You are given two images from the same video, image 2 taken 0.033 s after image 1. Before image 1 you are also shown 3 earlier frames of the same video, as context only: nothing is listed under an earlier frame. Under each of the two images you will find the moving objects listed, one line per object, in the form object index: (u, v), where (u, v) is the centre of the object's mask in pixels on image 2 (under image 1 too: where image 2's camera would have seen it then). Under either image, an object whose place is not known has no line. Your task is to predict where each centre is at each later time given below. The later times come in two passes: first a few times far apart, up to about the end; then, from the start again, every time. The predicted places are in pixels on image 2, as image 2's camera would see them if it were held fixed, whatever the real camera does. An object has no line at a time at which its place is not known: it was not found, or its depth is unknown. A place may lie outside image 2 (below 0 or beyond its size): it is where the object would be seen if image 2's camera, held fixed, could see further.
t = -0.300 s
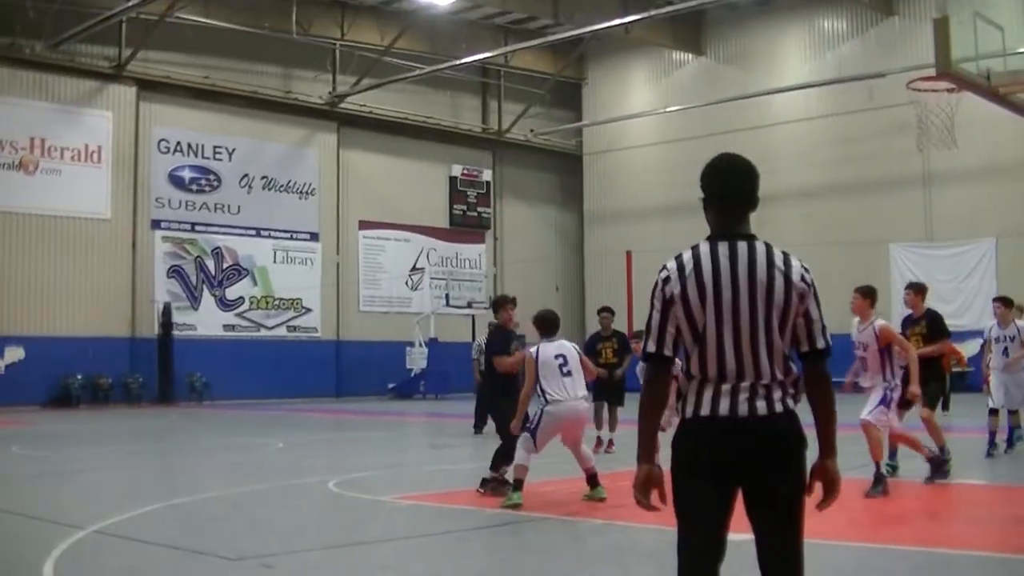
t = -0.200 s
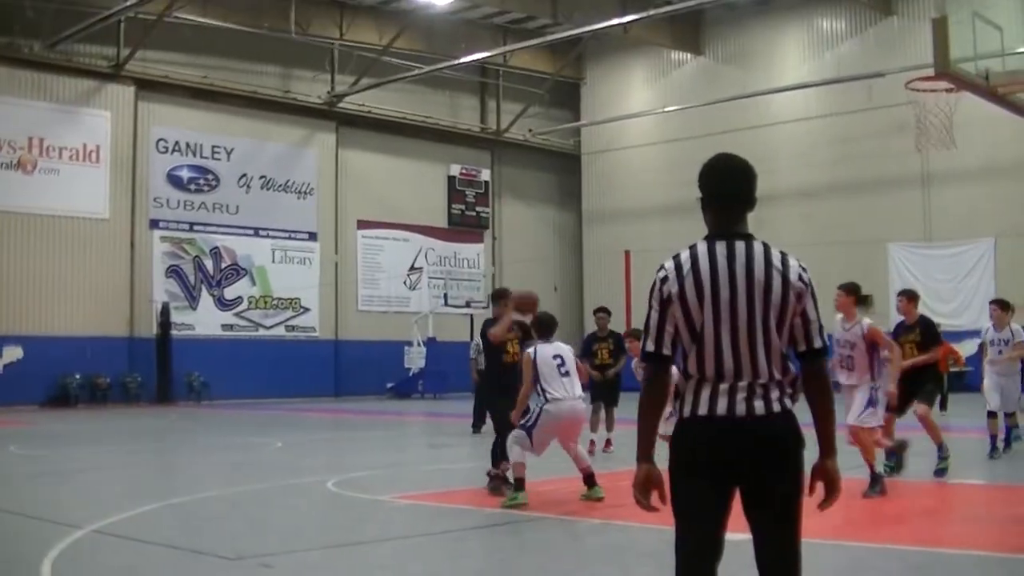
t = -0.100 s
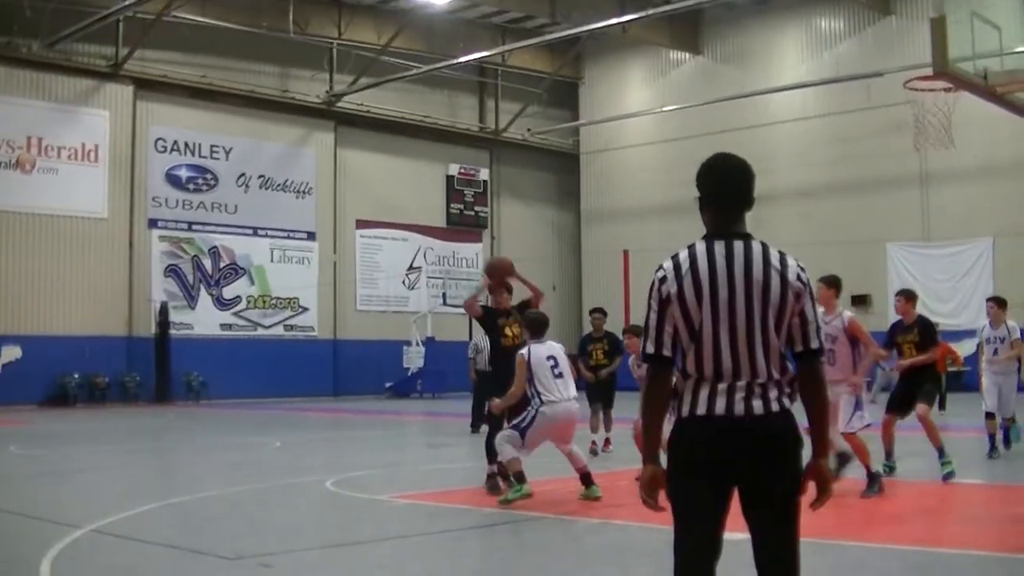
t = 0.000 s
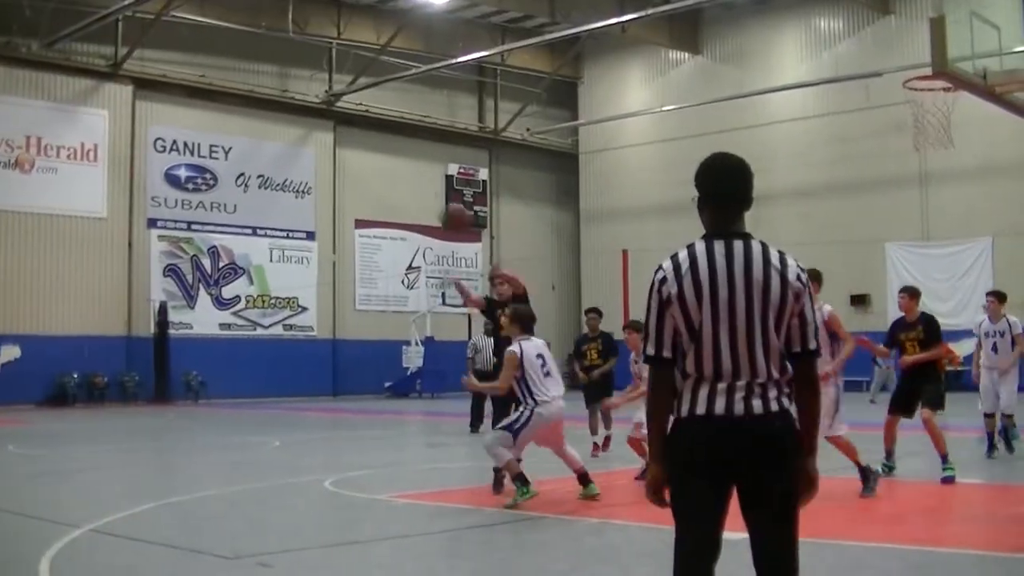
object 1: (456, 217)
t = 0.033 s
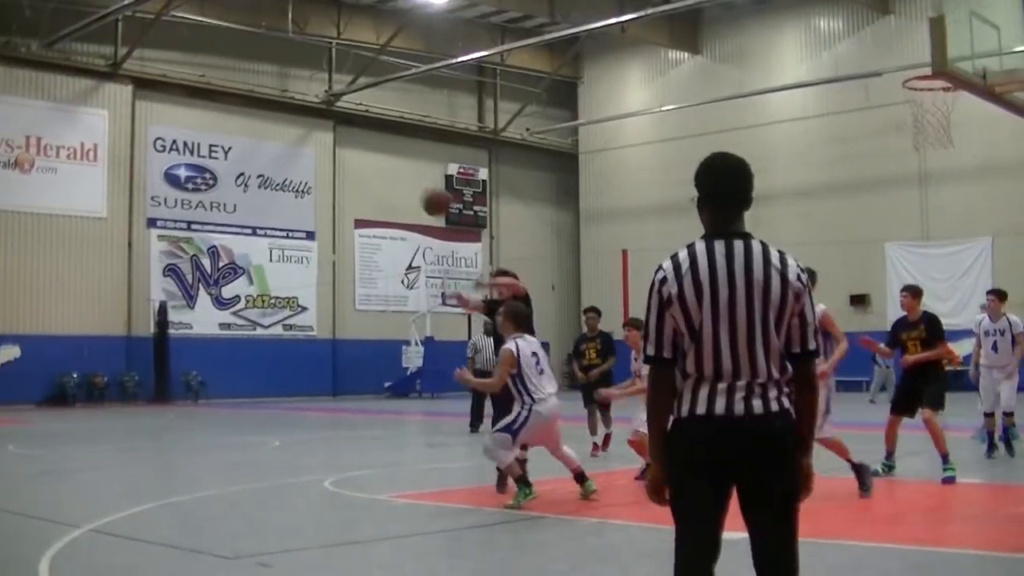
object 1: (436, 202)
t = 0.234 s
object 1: (315, 122)
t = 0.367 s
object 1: (217, 96)
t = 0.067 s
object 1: (418, 186)
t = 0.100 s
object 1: (399, 172)
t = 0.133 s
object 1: (379, 160)
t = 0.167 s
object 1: (358, 146)
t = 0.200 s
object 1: (339, 134)
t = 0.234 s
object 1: (315, 122)
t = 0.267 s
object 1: (293, 115)
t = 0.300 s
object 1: (268, 108)
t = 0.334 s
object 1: (244, 101)
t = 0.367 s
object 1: (217, 96)
